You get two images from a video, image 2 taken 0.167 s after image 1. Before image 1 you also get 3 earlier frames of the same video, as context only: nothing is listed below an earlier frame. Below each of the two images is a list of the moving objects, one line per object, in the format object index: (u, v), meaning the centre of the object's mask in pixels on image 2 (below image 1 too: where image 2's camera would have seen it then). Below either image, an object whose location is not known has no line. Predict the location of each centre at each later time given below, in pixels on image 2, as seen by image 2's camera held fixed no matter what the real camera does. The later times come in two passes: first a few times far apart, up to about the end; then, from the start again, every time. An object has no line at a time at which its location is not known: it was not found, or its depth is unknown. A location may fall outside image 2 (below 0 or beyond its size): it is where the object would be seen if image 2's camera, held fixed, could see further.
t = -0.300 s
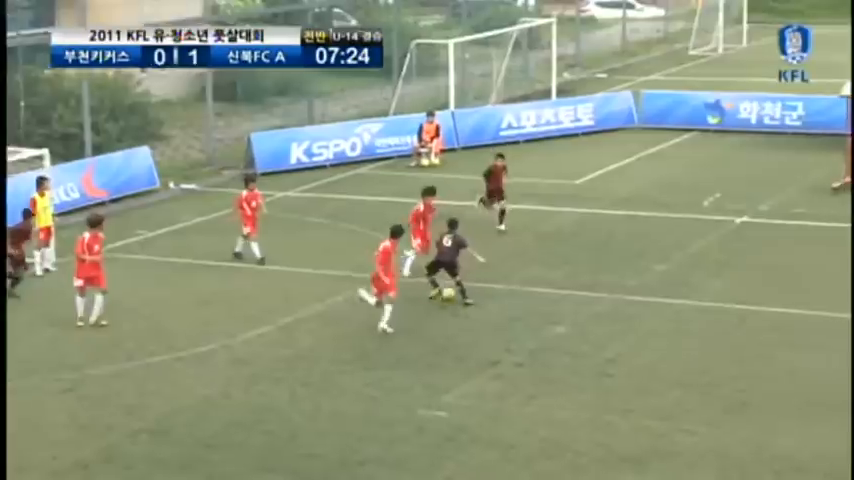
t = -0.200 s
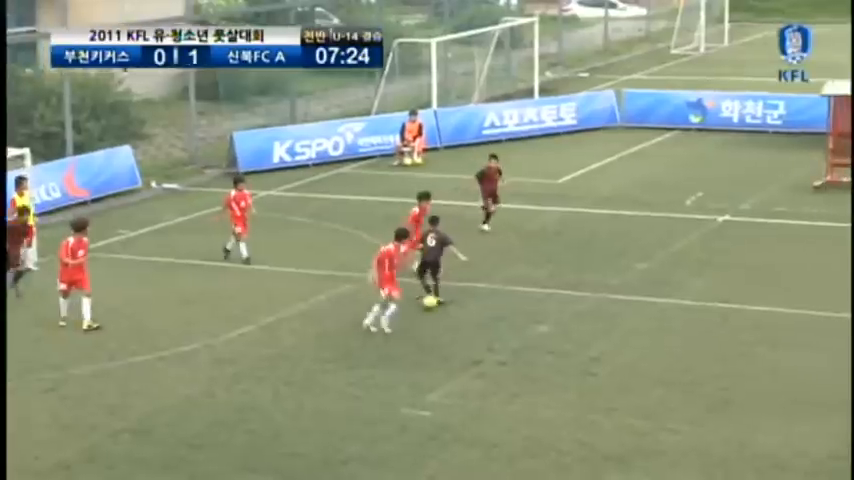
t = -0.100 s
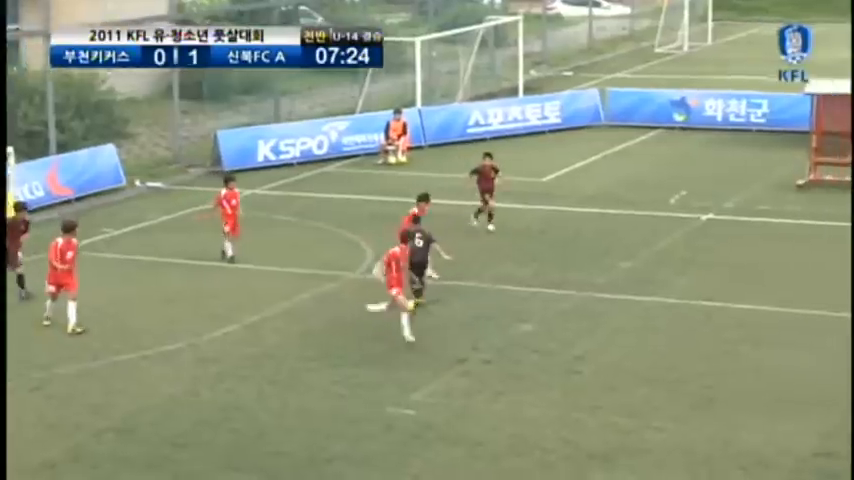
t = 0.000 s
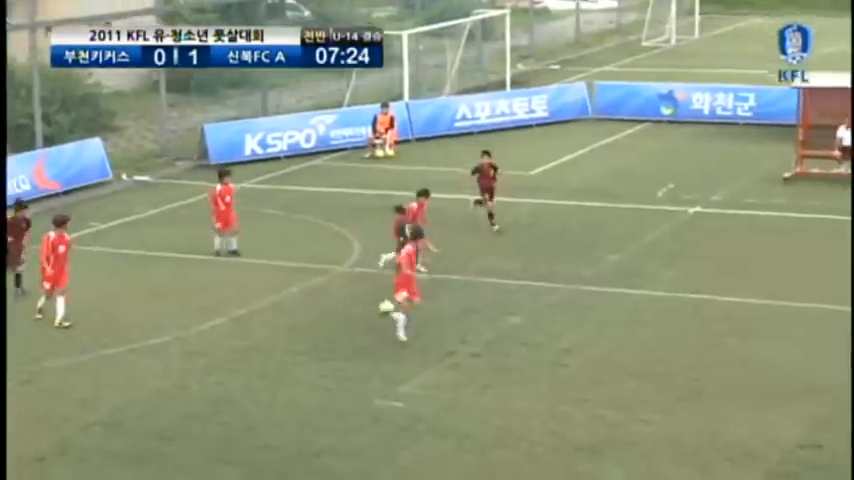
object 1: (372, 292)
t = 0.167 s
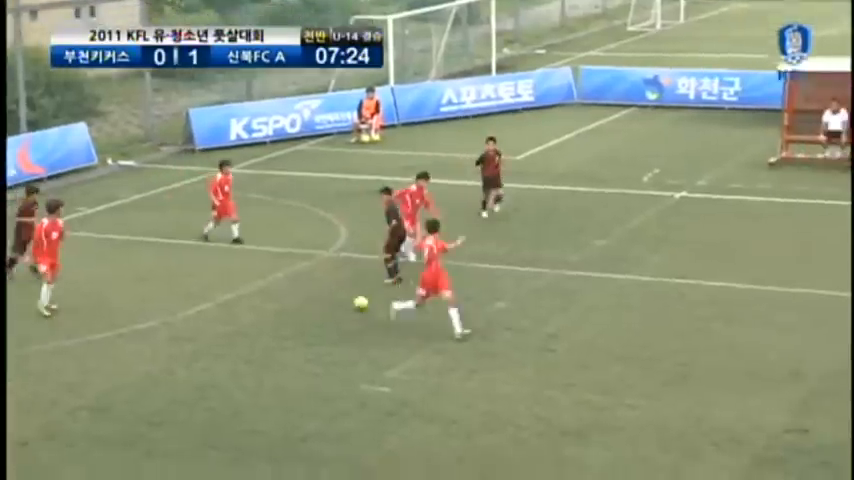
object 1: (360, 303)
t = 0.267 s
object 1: (352, 311)
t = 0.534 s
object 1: (331, 325)
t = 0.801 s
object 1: (310, 344)
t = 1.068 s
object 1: (287, 362)
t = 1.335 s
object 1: (263, 383)
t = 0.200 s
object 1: (357, 305)
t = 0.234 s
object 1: (355, 307)
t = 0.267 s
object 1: (352, 311)
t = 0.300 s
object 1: (350, 312)
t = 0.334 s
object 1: (348, 314)
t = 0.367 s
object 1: (345, 315)
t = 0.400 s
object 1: (342, 317)
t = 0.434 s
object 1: (339, 321)
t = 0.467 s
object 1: (337, 323)
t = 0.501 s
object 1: (334, 324)
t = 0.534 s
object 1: (331, 325)
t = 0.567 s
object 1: (328, 328)
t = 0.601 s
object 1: (326, 332)
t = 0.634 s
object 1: (323, 333)
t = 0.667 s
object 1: (321, 335)
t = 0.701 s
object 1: (318, 337)
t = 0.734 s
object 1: (315, 339)
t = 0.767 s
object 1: (312, 343)
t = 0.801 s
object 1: (310, 344)
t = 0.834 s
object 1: (307, 346)
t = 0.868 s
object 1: (304, 347)
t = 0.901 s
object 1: (301, 350)
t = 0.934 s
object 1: (298, 354)
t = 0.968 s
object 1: (296, 356)
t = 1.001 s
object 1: (292, 357)
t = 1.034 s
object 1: (290, 360)
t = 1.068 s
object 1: (287, 362)
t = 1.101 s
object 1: (283, 366)
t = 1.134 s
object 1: (281, 368)
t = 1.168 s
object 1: (278, 370)
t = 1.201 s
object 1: (275, 373)
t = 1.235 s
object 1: (272, 376)
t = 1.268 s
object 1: (269, 378)
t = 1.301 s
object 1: (266, 381)
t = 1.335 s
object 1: (263, 383)
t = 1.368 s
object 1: (259, 385)
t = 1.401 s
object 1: (256, 388)
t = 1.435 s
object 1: (253, 391)
